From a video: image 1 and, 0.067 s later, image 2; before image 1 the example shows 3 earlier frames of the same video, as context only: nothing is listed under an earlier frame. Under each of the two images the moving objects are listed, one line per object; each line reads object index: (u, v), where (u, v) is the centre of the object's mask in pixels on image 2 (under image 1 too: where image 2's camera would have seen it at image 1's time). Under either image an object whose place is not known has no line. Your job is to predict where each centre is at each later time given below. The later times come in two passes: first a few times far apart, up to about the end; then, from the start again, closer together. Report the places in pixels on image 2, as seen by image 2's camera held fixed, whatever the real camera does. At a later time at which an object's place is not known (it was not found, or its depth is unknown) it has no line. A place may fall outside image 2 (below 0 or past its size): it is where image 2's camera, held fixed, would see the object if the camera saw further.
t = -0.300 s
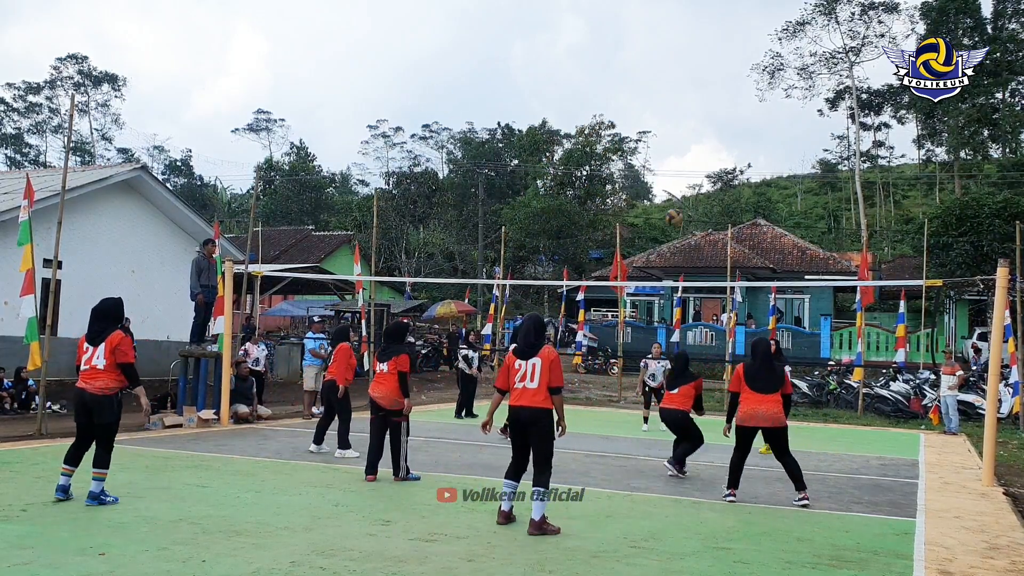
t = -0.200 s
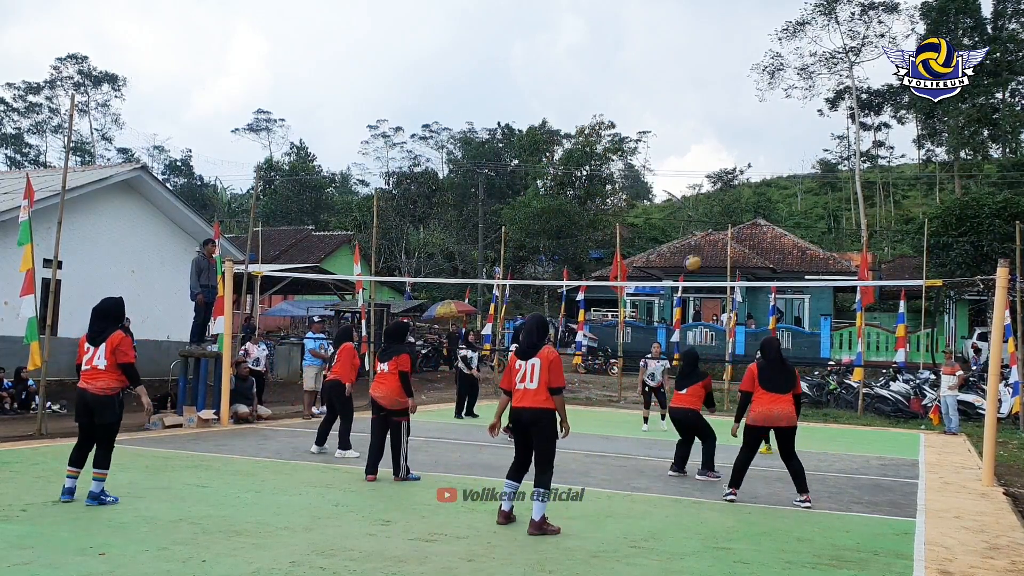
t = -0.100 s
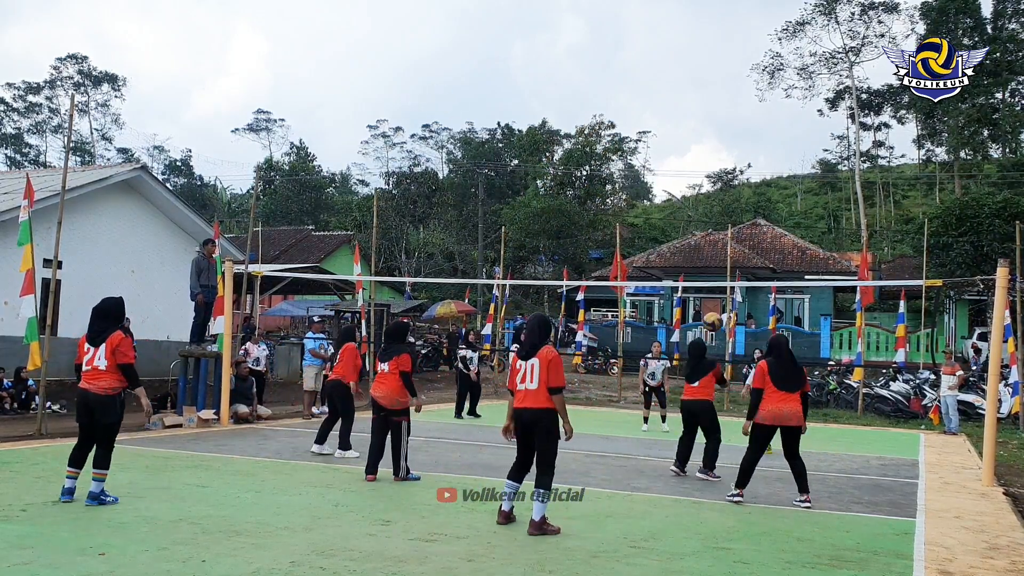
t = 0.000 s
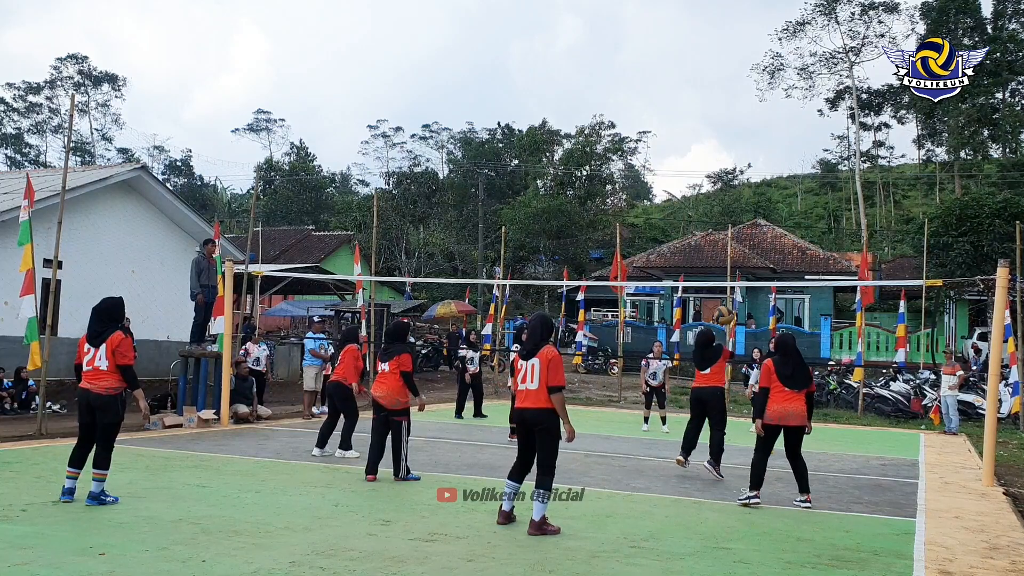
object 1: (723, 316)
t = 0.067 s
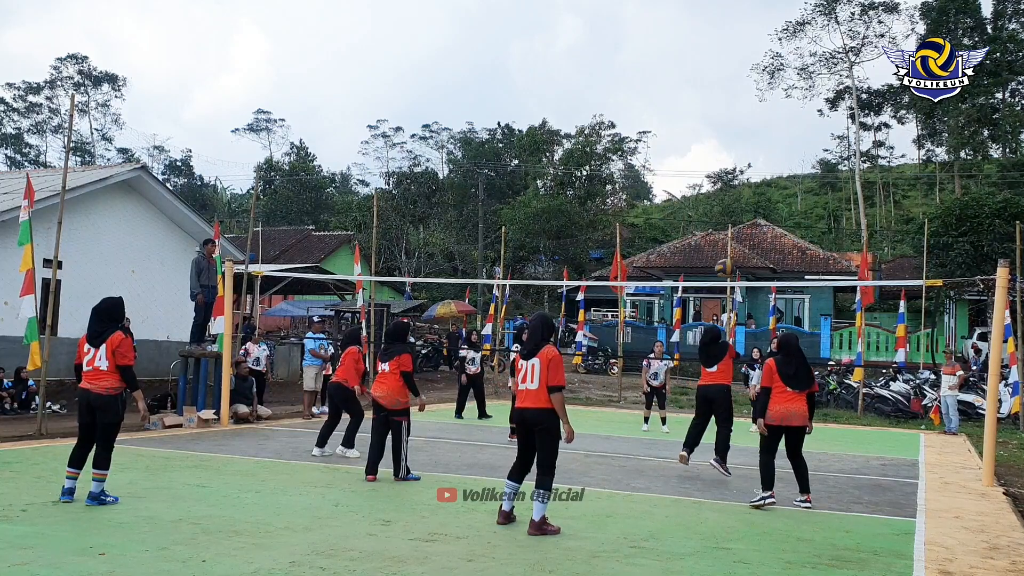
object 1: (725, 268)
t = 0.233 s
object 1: (729, 170)
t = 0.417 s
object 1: (734, 91)
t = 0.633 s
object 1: (739, 36)
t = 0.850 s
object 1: (742, 24)
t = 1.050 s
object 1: (745, 50)
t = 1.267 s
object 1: (745, 120)
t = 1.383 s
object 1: (744, 176)
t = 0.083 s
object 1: (725, 257)
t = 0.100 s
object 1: (726, 246)
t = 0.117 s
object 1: (726, 236)
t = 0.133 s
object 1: (727, 226)
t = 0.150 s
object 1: (727, 216)
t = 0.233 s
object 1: (729, 170)
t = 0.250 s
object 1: (730, 161)
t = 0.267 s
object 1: (730, 153)
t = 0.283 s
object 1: (730, 145)
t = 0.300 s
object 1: (731, 138)
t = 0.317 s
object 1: (731, 130)
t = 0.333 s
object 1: (732, 123)
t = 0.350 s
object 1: (732, 116)
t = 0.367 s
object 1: (733, 109)
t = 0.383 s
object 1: (733, 103)
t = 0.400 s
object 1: (734, 97)
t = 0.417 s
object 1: (734, 91)
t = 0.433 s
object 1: (734, 85)
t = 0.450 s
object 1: (735, 80)
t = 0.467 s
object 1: (735, 74)
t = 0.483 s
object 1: (735, 70)
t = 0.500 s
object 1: (736, 65)
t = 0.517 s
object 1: (736, 61)
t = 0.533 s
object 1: (737, 56)
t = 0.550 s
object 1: (737, 52)
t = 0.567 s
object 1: (737, 49)
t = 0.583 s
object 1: (738, 45)
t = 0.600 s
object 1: (738, 42)
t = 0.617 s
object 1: (738, 39)
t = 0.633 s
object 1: (739, 36)
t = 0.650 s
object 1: (739, 34)
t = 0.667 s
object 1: (739, 32)
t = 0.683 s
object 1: (740, 30)
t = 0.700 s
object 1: (740, 28)
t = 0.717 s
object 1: (740, 26)
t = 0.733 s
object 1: (740, 25)
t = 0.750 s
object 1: (741, 24)
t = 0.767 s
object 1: (741, 23)
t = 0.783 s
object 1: (741, 23)
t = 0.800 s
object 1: (742, 23)
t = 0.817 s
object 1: (742, 23)
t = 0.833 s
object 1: (742, 23)
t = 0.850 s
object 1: (742, 24)
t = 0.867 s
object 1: (742, 24)
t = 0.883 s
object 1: (743, 25)
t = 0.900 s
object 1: (743, 27)
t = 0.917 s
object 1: (743, 28)
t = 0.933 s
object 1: (743, 30)
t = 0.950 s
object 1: (744, 32)
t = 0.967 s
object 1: (744, 34)
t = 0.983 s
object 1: (744, 37)
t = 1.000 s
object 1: (744, 40)
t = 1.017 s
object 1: (744, 43)
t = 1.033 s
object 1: (744, 46)
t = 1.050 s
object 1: (745, 50)
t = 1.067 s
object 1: (745, 53)
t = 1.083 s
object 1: (745, 58)
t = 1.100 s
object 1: (745, 62)
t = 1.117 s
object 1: (745, 67)
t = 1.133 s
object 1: (745, 71)
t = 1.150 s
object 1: (745, 77)
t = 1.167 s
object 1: (745, 82)
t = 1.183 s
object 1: (745, 88)
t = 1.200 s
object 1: (745, 94)
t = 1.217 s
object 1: (745, 100)
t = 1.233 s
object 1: (745, 106)
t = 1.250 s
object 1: (745, 113)
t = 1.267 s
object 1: (745, 120)
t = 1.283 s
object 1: (745, 127)
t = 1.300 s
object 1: (745, 135)
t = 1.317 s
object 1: (745, 142)
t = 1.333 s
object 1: (745, 151)
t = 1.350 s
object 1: (745, 159)
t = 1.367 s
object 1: (744, 167)
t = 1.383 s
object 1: (744, 176)
